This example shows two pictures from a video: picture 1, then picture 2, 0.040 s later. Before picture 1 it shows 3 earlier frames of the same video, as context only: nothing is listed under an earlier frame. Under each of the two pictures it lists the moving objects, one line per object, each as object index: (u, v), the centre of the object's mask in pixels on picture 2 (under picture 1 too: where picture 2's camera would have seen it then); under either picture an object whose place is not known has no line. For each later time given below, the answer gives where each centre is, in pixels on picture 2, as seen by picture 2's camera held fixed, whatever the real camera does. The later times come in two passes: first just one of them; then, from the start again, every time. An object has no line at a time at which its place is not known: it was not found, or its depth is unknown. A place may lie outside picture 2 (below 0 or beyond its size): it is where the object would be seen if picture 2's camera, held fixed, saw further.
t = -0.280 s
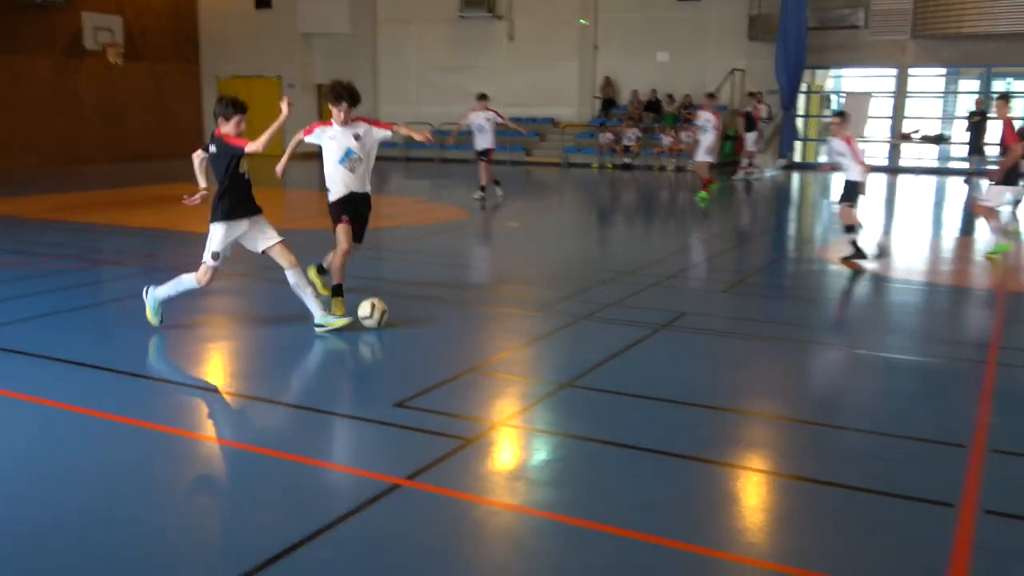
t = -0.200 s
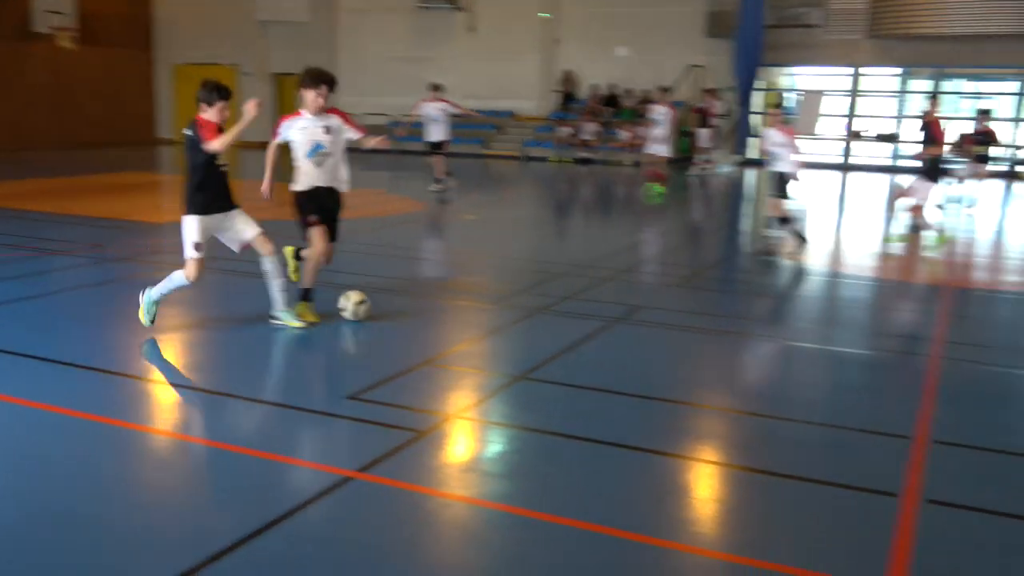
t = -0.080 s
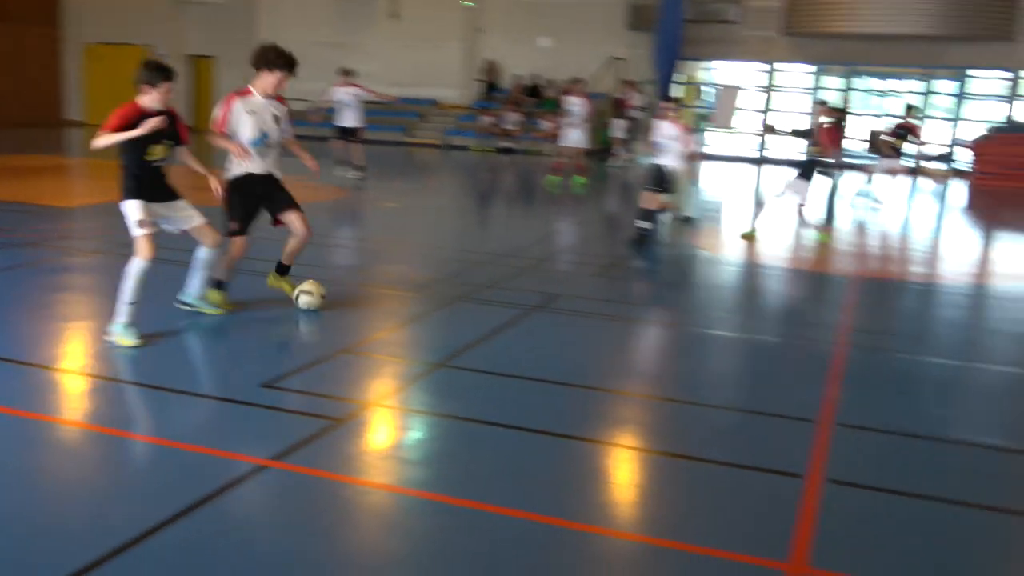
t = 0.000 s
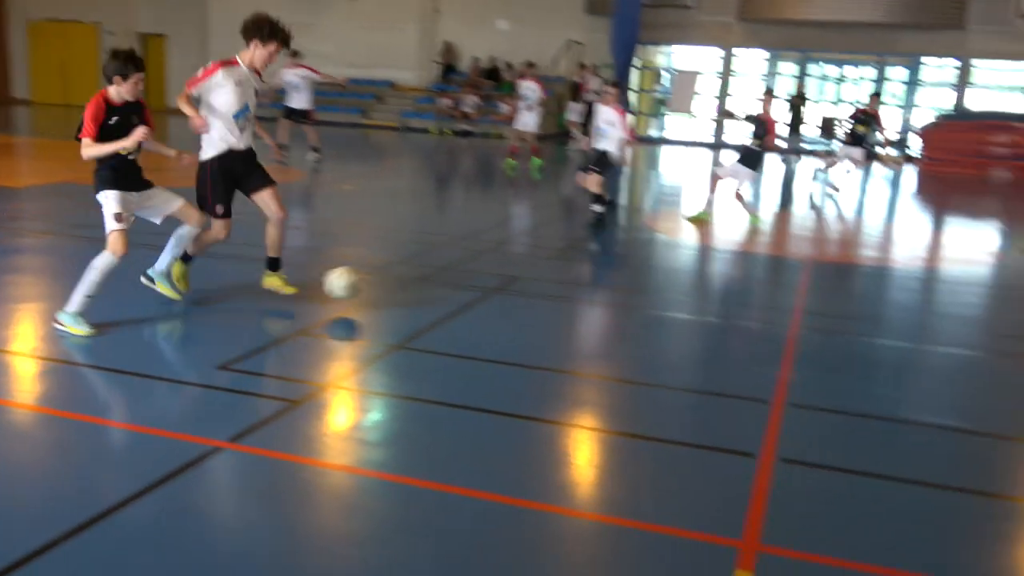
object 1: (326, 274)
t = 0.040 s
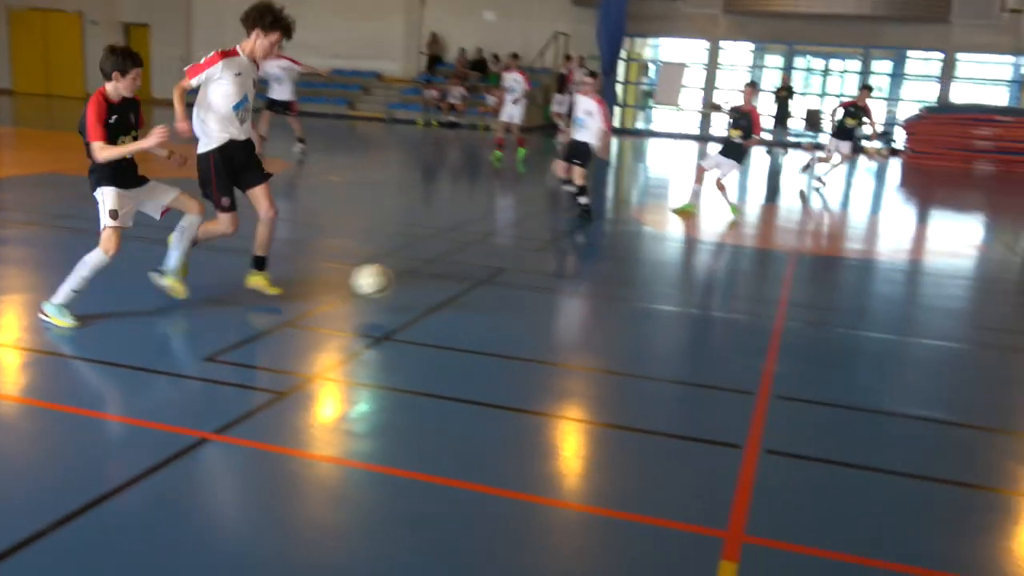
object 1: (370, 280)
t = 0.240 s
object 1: (636, 363)
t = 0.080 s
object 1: (417, 290)
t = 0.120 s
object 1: (467, 302)
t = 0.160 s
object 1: (519, 319)
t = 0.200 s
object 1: (575, 338)
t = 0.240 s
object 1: (636, 363)
